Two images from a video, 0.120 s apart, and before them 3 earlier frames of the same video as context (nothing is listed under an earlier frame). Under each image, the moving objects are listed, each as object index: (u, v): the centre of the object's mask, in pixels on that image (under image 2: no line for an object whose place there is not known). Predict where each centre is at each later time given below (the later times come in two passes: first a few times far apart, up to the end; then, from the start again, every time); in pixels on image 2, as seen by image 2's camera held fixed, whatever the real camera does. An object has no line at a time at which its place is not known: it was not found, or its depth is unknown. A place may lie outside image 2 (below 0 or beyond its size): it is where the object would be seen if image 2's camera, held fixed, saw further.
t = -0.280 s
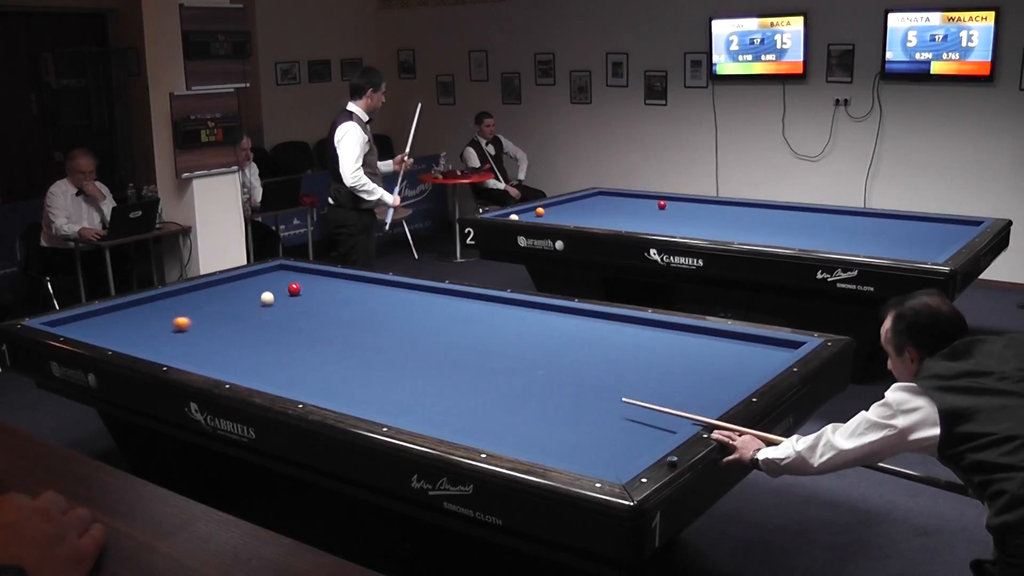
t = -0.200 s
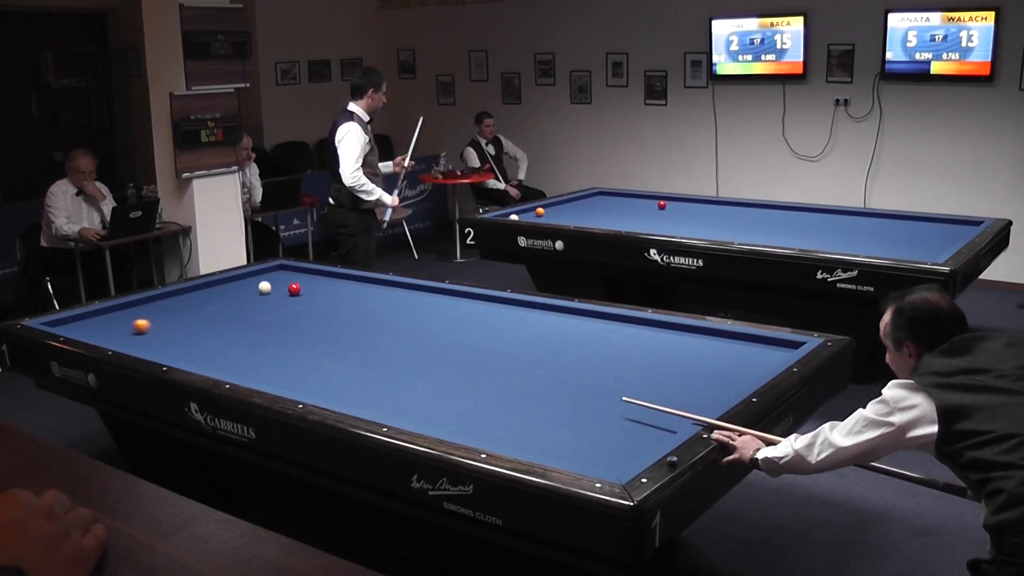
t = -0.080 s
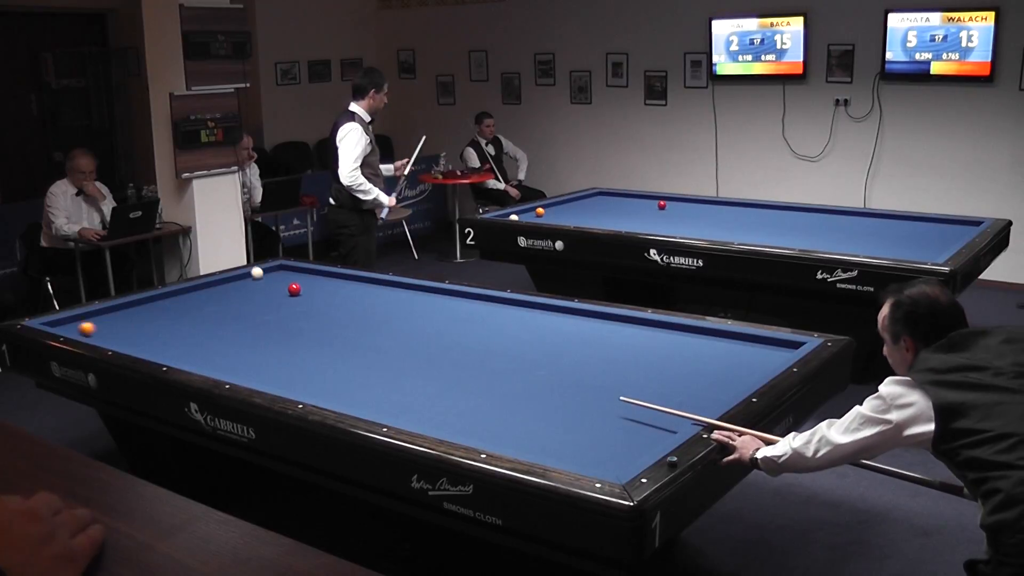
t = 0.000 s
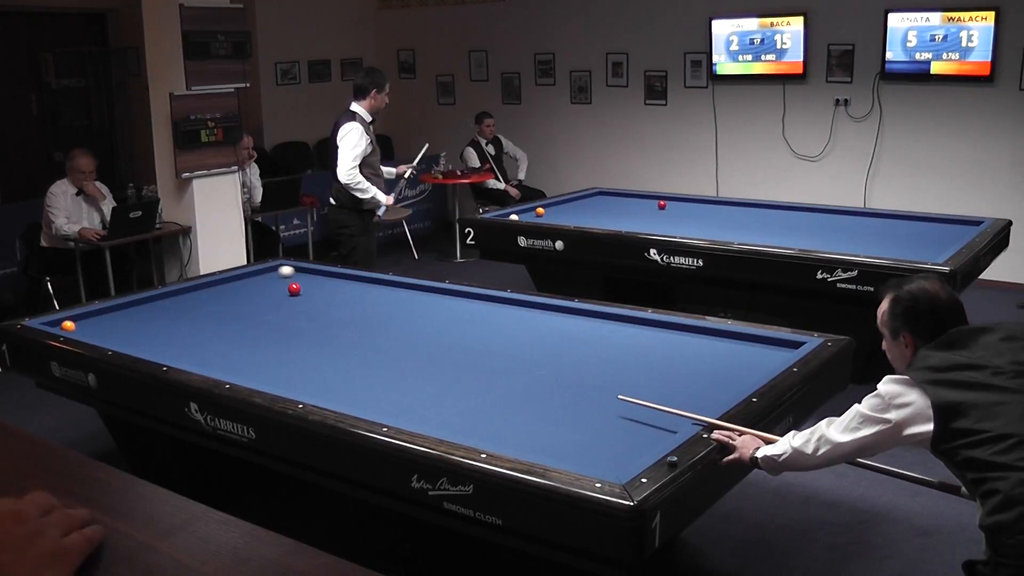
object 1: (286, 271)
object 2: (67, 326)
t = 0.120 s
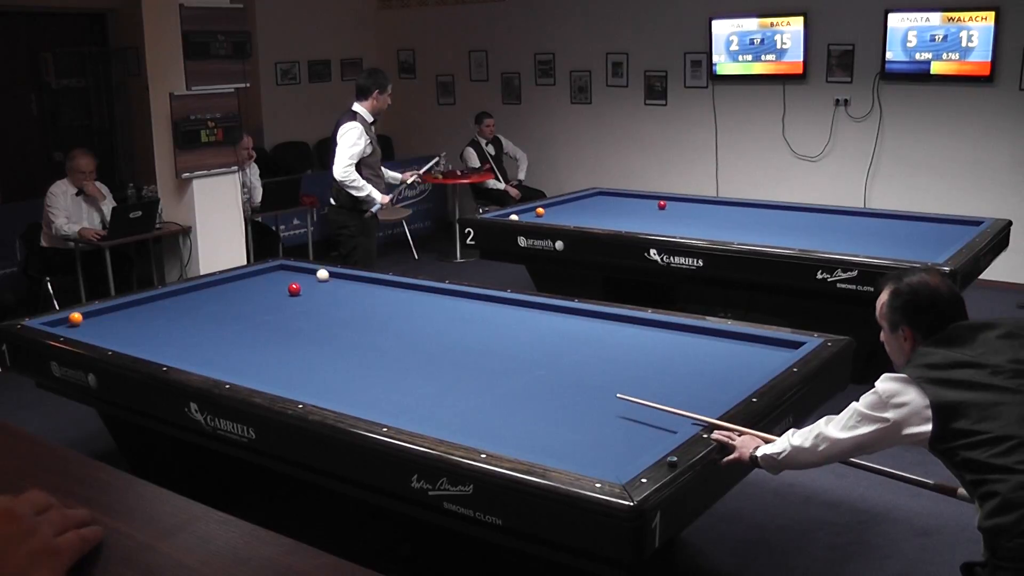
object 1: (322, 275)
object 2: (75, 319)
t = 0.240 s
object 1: (334, 284)
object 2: (95, 315)
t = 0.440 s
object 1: (352, 298)
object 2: (136, 312)
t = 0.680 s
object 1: (375, 314)
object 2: (182, 308)
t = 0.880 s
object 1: (396, 330)
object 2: (220, 304)
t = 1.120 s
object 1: (426, 351)
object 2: (265, 300)
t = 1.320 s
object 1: (454, 371)
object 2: (302, 296)
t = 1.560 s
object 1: (493, 398)
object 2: (345, 292)
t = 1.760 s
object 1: (531, 425)
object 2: (379, 289)
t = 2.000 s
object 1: (585, 459)
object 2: (412, 288)
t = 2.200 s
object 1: (597, 461)
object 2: (417, 293)
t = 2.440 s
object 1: (566, 453)
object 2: (422, 300)
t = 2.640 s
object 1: (543, 446)
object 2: (428, 307)
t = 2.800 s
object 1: (526, 441)
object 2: (432, 312)
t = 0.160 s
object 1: (326, 278)
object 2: (77, 317)
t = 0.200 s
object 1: (330, 281)
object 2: (86, 316)
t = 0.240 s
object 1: (334, 284)
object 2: (95, 315)
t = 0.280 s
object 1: (338, 287)
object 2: (104, 315)
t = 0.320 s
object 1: (341, 290)
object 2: (112, 314)
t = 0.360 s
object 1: (345, 292)
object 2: (120, 313)
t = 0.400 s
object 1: (349, 295)
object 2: (128, 312)
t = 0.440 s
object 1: (352, 298)
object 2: (136, 312)
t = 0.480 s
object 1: (356, 300)
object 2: (143, 311)
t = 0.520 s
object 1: (359, 303)
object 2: (151, 310)
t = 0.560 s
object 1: (363, 306)
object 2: (159, 310)
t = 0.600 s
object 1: (367, 309)
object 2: (167, 309)
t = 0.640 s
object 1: (371, 311)
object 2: (175, 308)
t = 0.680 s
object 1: (375, 314)
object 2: (182, 308)
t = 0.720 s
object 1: (379, 317)
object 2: (190, 307)
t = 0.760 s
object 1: (383, 320)
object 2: (198, 306)
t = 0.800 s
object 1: (388, 323)
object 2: (205, 305)
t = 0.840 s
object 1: (392, 326)
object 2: (213, 305)
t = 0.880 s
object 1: (396, 330)
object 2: (220, 304)
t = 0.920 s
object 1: (401, 333)
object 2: (228, 303)
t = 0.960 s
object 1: (406, 336)
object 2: (236, 303)
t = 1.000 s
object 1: (410, 340)
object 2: (244, 302)
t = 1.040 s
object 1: (416, 343)
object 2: (251, 301)
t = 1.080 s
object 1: (421, 347)
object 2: (258, 300)
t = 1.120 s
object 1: (426, 351)
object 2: (265, 300)
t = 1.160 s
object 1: (431, 354)
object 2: (273, 299)
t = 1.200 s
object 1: (436, 358)
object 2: (280, 298)
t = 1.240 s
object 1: (442, 363)
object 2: (287, 297)
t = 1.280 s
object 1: (448, 367)
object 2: (295, 297)
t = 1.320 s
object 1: (454, 371)
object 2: (302, 296)
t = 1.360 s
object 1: (460, 375)
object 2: (309, 296)
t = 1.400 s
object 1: (466, 379)
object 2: (317, 295)
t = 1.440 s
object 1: (473, 384)
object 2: (323, 294)
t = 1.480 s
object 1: (479, 388)
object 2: (331, 294)
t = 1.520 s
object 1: (486, 393)
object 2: (337, 293)
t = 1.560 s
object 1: (493, 398)
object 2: (345, 292)
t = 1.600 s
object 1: (500, 403)
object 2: (351, 292)
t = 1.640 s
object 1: (508, 408)
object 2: (358, 291)
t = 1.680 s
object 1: (515, 414)
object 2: (365, 291)
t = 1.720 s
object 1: (523, 419)
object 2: (372, 290)
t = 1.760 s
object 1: (531, 425)
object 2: (379, 289)
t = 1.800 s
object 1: (539, 430)
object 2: (386, 288)
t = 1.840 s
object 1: (548, 436)
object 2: (392, 288)
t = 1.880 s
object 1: (557, 442)
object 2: (399, 287)
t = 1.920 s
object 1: (566, 449)
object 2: (406, 287)
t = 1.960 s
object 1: (575, 454)
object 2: (411, 286)
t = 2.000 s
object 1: (585, 459)
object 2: (412, 288)
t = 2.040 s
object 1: (595, 464)
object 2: (413, 289)
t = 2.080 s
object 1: (609, 466)
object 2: (414, 290)
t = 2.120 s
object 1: (612, 465)
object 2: (414, 291)
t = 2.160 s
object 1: (604, 463)
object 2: (416, 292)
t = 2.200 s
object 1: (597, 461)
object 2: (417, 293)
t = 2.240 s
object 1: (591, 460)
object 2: (418, 294)
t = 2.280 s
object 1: (586, 458)
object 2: (419, 296)
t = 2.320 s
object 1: (580, 457)
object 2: (420, 297)
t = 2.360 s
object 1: (575, 455)
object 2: (420, 298)
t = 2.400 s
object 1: (571, 454)
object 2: (421, 299)
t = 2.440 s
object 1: (566, 453)
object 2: (422, 300)
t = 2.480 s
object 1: (561, 451)
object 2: (423, 302)
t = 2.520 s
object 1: (557, 450)
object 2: (425, 303)
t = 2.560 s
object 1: (552, 449)
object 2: (426, 304)
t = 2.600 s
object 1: (548, 448)
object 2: (426, 306)
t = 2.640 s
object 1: (543, 446)
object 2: (428, 307)
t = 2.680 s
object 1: (539, 445)
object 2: (429, 308)
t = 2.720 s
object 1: (535, 444)
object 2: (430, 309)
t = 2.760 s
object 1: (530, 442)
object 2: (431, 310)
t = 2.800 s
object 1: (526, 441)
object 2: (432, 312)
